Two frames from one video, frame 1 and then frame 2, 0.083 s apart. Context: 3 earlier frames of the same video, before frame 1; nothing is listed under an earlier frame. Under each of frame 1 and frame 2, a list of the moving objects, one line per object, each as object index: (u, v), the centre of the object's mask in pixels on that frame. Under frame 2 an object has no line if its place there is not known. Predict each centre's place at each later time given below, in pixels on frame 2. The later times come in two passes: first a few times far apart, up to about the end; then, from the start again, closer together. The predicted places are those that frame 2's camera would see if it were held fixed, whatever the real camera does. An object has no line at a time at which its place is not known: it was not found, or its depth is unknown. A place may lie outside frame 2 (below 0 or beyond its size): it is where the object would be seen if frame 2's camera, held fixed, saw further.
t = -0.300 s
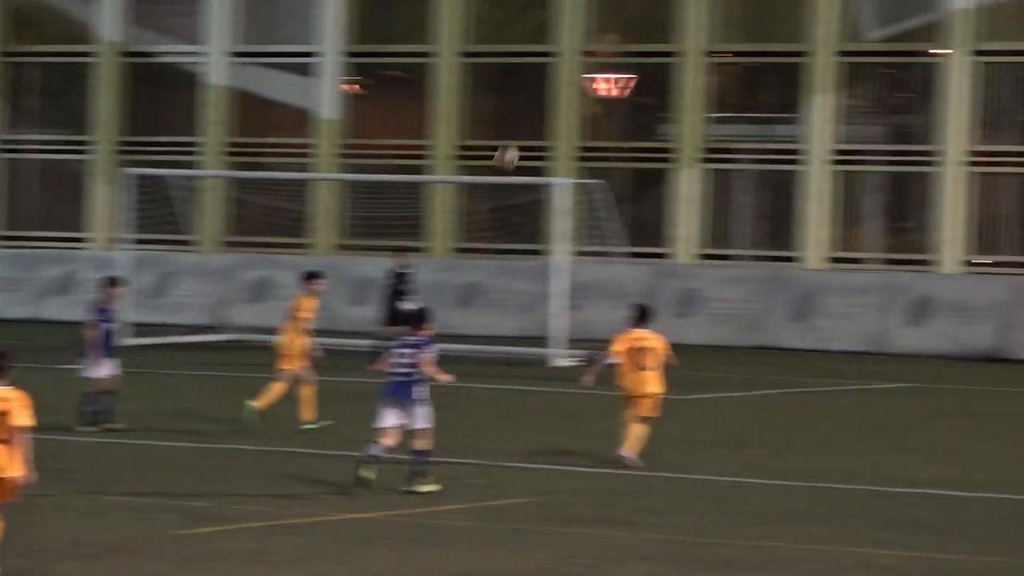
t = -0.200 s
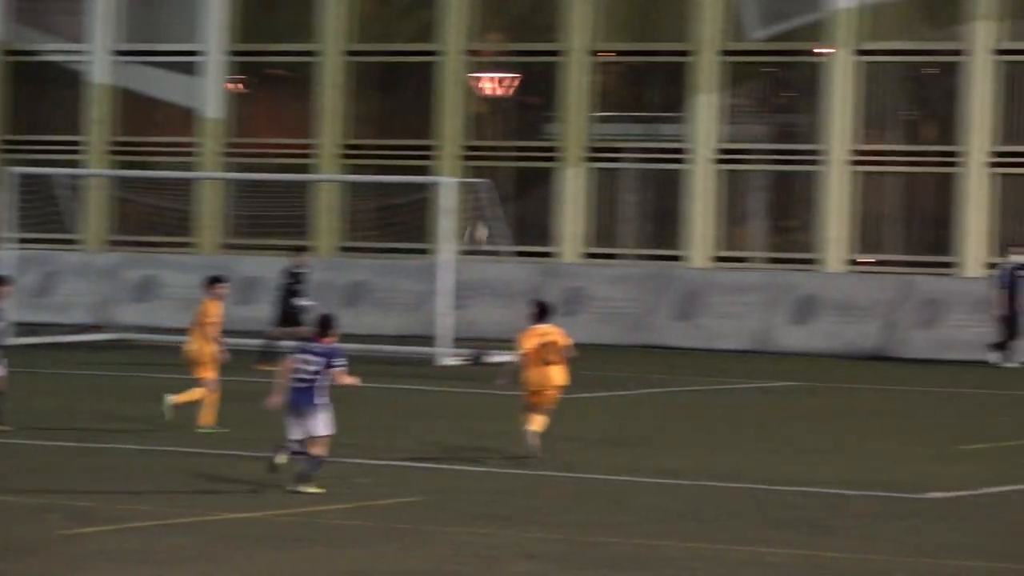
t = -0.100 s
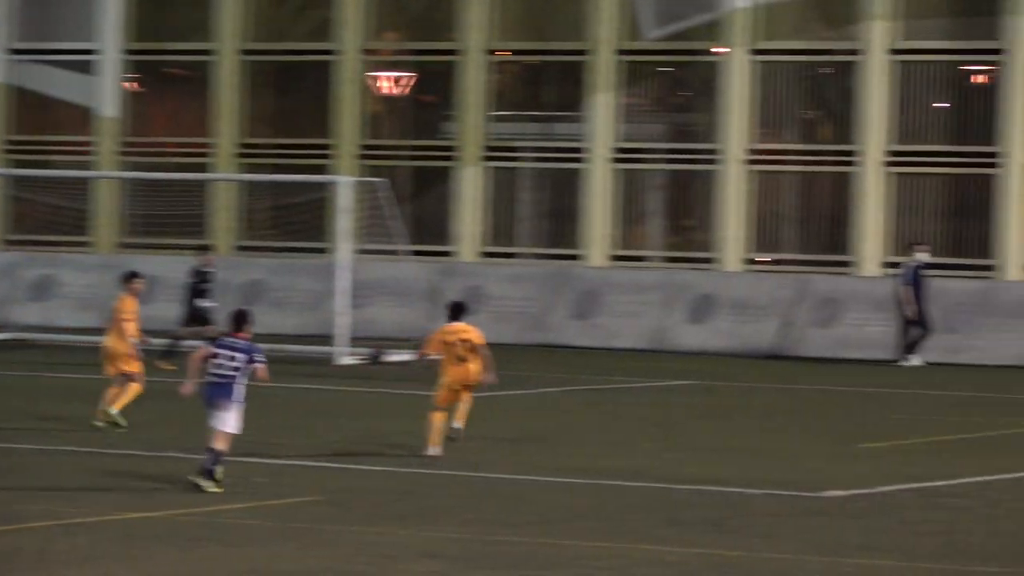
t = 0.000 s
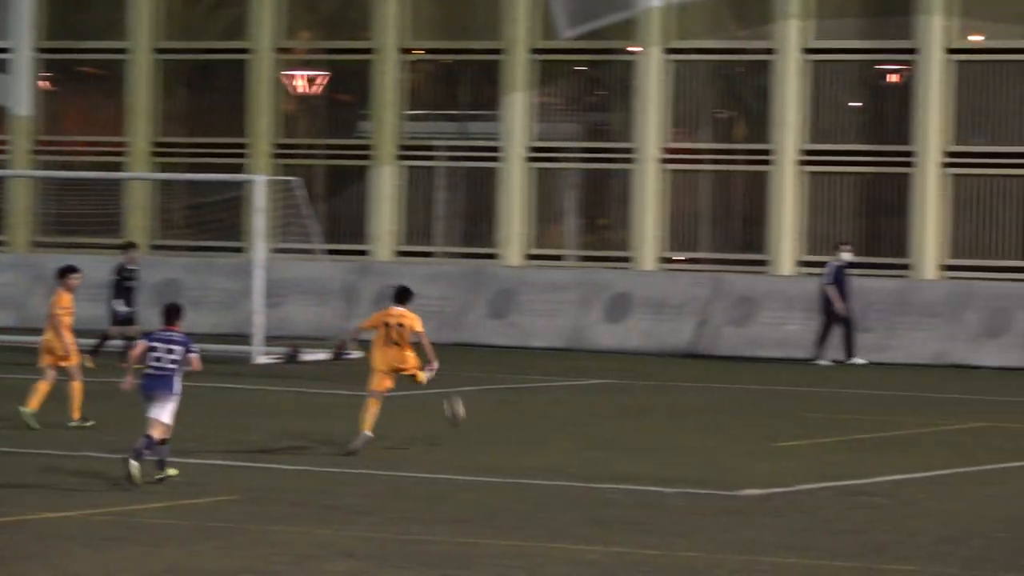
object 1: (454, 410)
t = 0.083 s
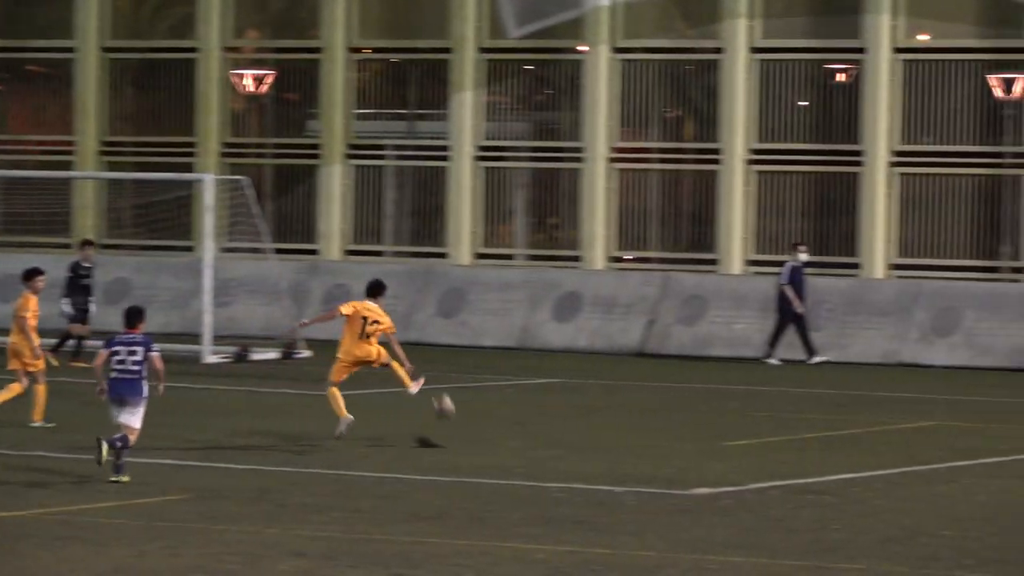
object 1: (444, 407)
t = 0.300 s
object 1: (498, 293)
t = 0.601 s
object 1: (573, 212)
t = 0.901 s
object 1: (643, 219)
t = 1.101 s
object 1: (687, 270)
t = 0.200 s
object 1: (474, 337)
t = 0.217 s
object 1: (477, 330)
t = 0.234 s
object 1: (482, 321)
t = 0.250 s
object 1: (485, 314)
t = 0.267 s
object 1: (490, 306)
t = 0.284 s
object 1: (494, 299)
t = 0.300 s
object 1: (498, 293)
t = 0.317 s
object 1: (503, 285)
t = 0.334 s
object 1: (507, 279)
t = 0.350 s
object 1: (512, 273)
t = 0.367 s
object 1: (516, 265)
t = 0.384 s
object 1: (520, 260)
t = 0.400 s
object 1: (525, 255)
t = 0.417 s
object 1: (529, 250)
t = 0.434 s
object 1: (533, 245)
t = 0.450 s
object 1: (538, 240)
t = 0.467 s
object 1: (542, 236)
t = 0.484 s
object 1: (546, 232)
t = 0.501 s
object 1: (550, 228)
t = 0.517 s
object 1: (554, 225)
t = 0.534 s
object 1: (558, 222)
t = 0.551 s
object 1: (561, 219)
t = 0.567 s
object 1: (565, 216)
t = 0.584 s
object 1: (569, 214)
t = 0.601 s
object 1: (573, 212)
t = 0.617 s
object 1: (577, 210)
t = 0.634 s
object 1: (580, 209)
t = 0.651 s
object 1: (584, 208)
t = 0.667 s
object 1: (588, 207)
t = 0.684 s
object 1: (593, 206)
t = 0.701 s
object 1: (597, 205)
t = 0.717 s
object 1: (600, 205)
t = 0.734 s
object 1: (604, 205)
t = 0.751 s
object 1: (609, 205)
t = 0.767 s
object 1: (614, 206)
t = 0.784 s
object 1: (617, 206)
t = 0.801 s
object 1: (621, 208)
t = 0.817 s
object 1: (624, 209)
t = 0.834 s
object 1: (628, 210)
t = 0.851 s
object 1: (632, 212)
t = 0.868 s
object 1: (636, 214)
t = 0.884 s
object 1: (639, 217)
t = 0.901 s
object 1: (643, 219)
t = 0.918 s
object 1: (647, 222)
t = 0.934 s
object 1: (651, 225)
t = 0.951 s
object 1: (655, 228)
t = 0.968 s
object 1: (658, 232)
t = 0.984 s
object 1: (663, 236)
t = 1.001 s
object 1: (666, 240)
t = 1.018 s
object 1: (669, 244)
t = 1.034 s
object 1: (673, 248)
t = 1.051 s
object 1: (677, 254)
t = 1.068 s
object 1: (680, 259)
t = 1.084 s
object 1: (683, 265)
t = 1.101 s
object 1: (687, 270)
